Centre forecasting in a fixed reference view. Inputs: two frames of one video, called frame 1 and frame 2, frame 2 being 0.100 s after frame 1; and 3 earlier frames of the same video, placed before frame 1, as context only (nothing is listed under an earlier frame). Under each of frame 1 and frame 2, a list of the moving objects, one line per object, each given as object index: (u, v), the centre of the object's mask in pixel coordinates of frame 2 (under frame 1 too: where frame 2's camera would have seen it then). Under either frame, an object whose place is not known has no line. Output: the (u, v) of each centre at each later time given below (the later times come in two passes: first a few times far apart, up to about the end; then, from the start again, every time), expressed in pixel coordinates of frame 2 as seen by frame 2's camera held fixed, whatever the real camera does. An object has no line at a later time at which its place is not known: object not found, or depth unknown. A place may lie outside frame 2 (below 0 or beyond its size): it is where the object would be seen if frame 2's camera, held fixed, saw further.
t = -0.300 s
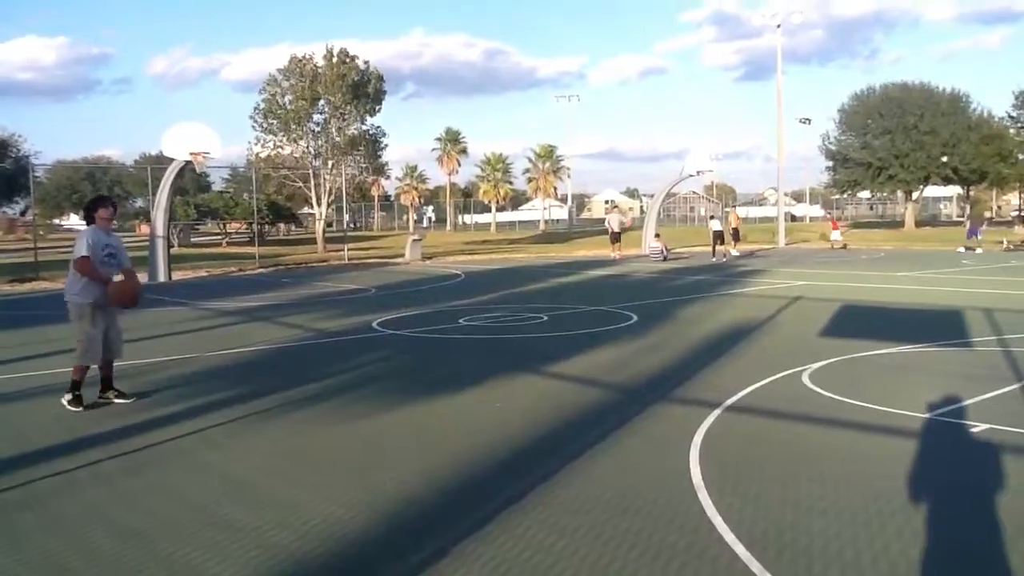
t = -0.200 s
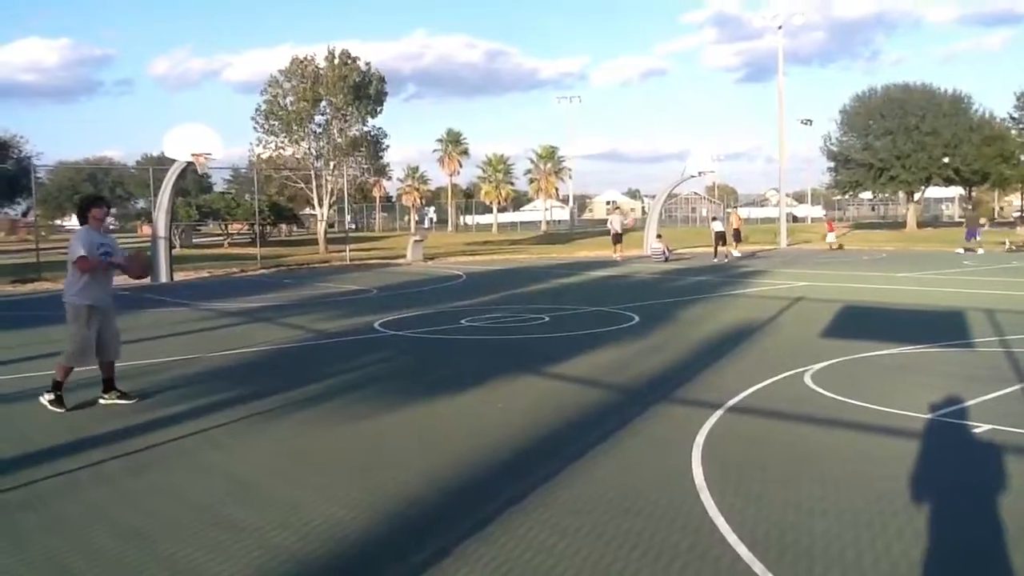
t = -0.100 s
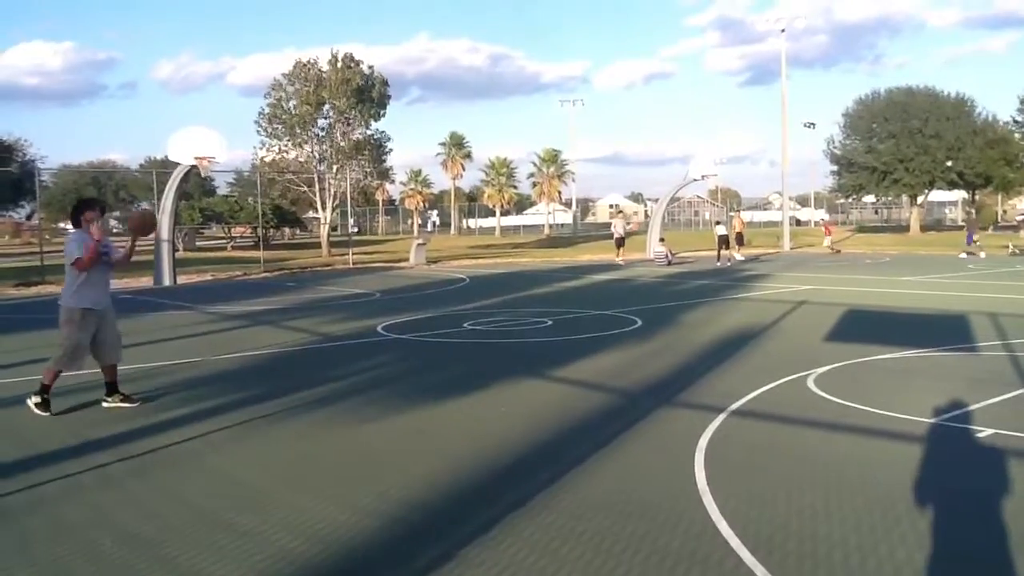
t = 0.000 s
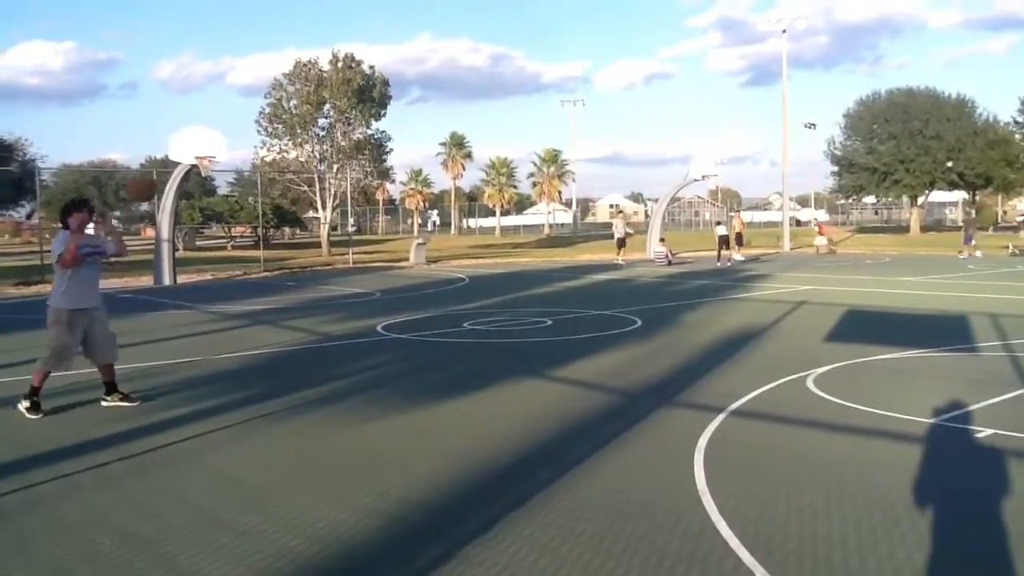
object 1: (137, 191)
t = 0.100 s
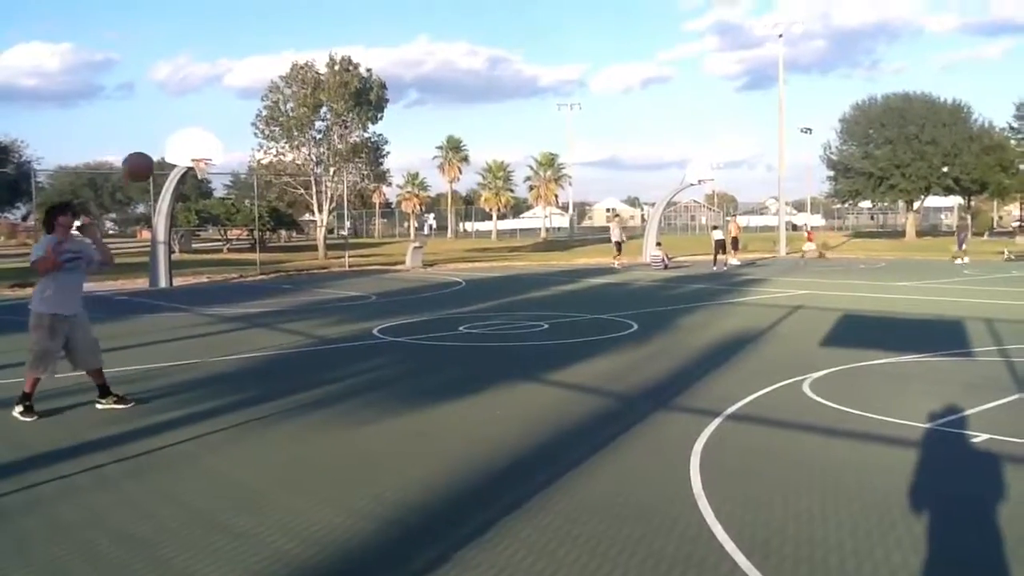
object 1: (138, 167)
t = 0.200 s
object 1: (139, 156)
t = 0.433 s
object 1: (144, 178)
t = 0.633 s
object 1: (151, 253)
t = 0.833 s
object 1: (161, 377)
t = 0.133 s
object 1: (138, 162)
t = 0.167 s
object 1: (138, 159)
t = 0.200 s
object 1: (139, 156)
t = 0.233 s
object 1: (140, 155)
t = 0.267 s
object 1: (140, 155)
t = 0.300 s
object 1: (141, 157)
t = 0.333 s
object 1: (141, 160)
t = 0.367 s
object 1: (142, 165)
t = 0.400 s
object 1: (143, 171)
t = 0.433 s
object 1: (144, 178)
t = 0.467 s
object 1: (145, 187)
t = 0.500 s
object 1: (146, 197)
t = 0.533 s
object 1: (147, 210)
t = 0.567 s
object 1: (148, 223)
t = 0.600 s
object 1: (149, 237)
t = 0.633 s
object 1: (151, 253)
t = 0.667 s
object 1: (153, 271)
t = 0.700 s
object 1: (155, 289)
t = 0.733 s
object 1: (155, 311)
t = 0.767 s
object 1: (157, 331)
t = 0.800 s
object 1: (158, 354)
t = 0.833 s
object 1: (161, 377)
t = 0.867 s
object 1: (161, 403)
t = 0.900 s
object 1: (157, 385)
